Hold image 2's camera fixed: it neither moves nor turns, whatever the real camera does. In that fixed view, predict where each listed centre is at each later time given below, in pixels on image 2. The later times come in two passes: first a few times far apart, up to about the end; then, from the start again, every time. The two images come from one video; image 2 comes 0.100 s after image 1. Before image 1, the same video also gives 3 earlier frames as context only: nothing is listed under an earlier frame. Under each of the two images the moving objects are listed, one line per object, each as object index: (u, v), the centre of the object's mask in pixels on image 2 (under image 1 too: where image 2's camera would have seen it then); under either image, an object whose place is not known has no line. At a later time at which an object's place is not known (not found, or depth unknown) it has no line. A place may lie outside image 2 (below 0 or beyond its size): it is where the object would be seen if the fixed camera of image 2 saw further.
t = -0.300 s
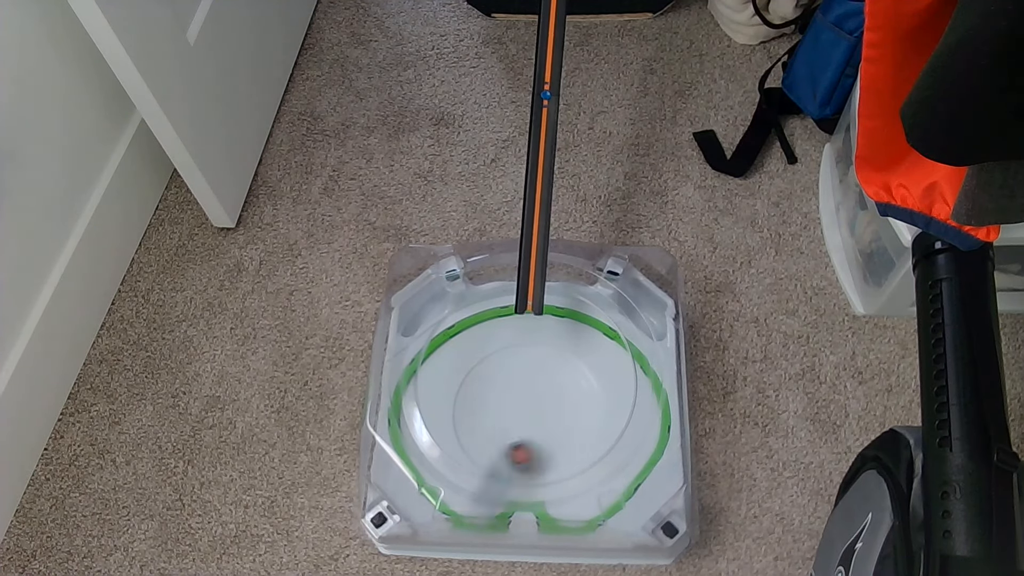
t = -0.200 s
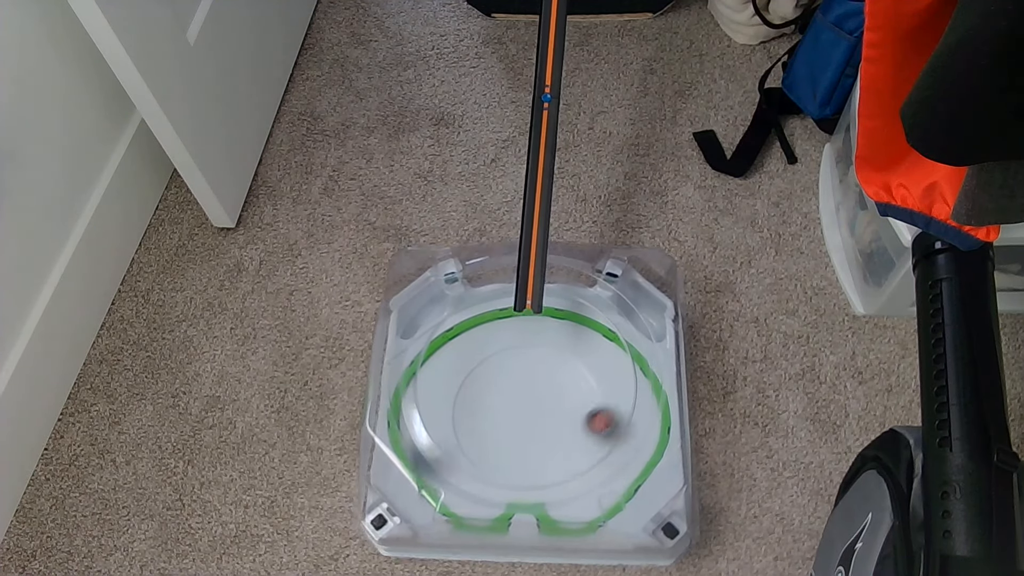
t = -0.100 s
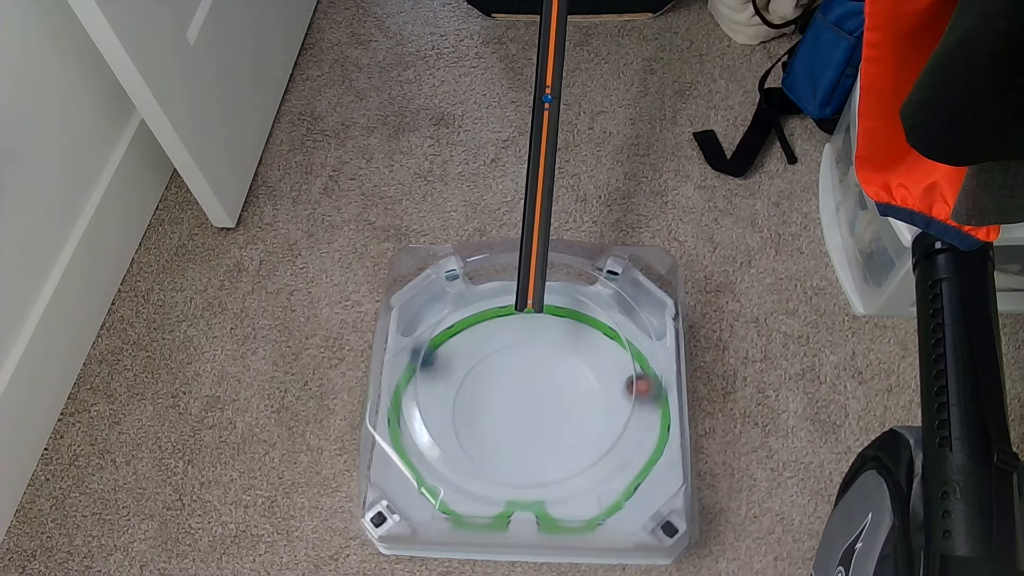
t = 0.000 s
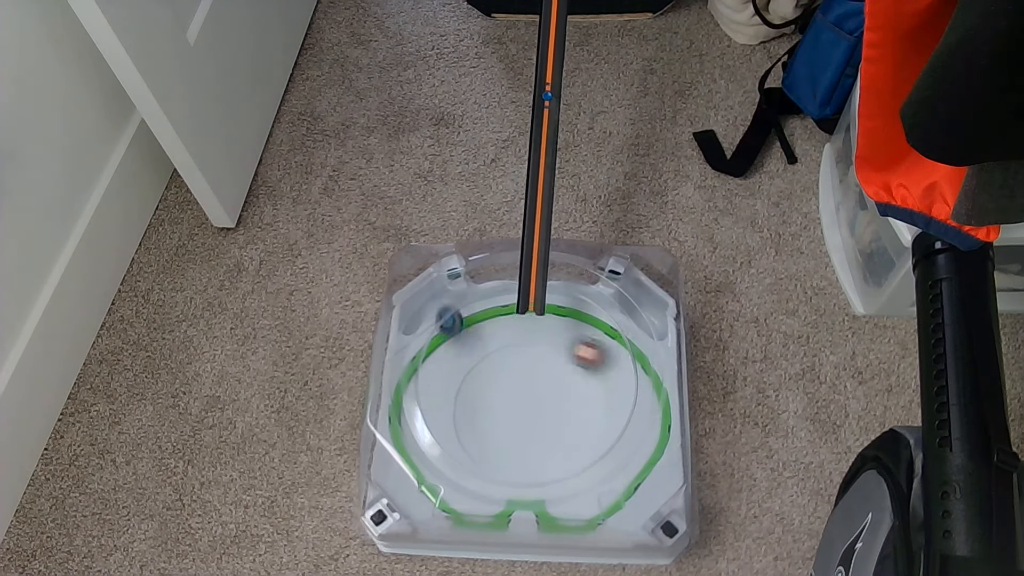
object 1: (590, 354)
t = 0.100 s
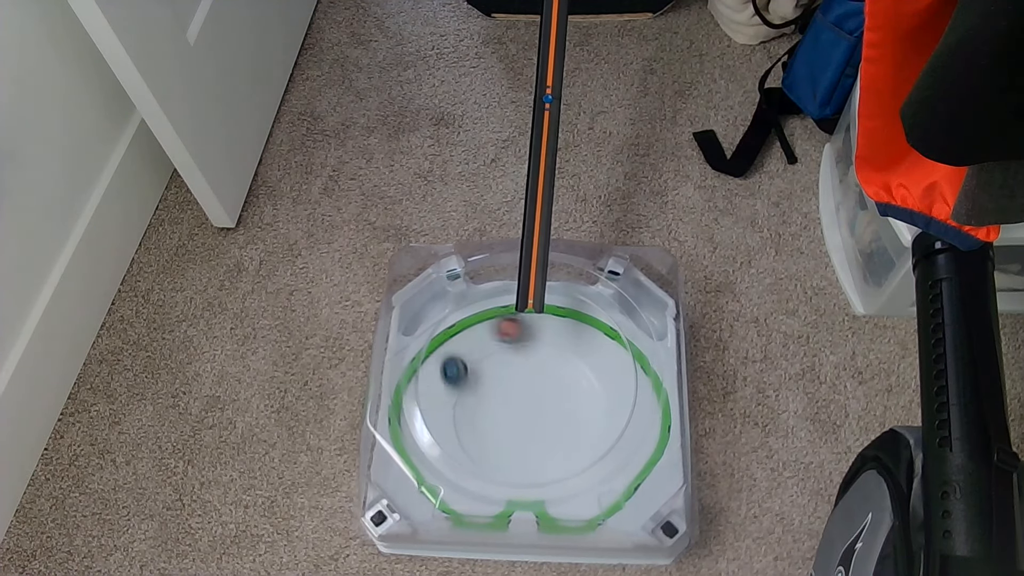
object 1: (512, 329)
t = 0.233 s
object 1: (418, 374)
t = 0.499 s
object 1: (505, 468)
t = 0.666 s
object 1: (524, 361)
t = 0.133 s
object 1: (488, 325)
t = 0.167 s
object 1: (467, 323)
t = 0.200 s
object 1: (442, 346)
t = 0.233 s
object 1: (418, 374)
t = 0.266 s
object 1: (397, 402)
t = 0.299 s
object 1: (401, 432)
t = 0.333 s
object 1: (417, 459)
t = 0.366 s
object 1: (443, 482)
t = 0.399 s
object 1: (462, 503)
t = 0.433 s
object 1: (485, 509)
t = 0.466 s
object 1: (501, 490)
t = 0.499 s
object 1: (505, 468)
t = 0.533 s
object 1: (509, 445)
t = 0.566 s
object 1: (513, 423)
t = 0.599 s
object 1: (517, 401)
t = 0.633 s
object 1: (521, 380)
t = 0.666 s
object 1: (524, 361)
